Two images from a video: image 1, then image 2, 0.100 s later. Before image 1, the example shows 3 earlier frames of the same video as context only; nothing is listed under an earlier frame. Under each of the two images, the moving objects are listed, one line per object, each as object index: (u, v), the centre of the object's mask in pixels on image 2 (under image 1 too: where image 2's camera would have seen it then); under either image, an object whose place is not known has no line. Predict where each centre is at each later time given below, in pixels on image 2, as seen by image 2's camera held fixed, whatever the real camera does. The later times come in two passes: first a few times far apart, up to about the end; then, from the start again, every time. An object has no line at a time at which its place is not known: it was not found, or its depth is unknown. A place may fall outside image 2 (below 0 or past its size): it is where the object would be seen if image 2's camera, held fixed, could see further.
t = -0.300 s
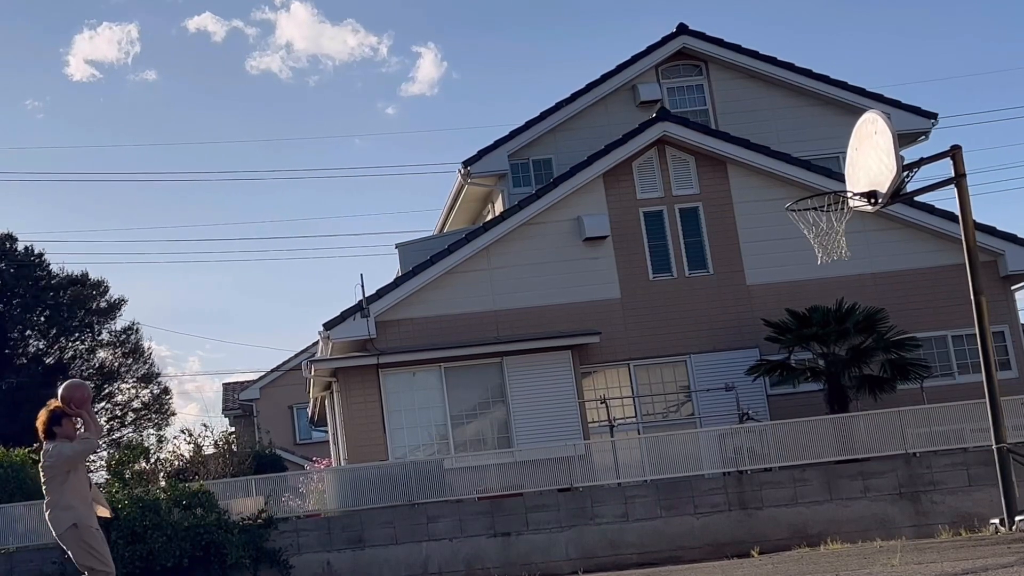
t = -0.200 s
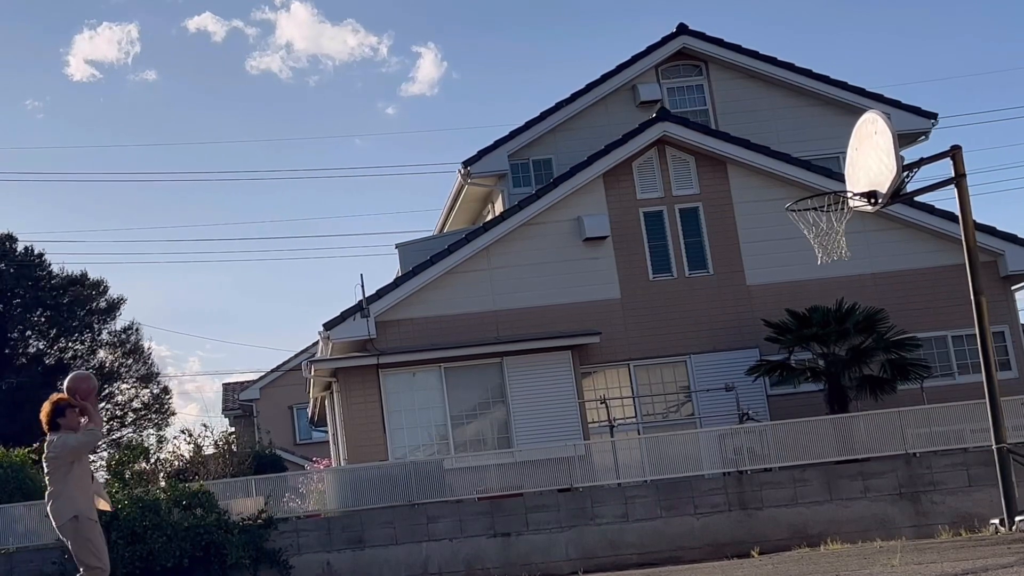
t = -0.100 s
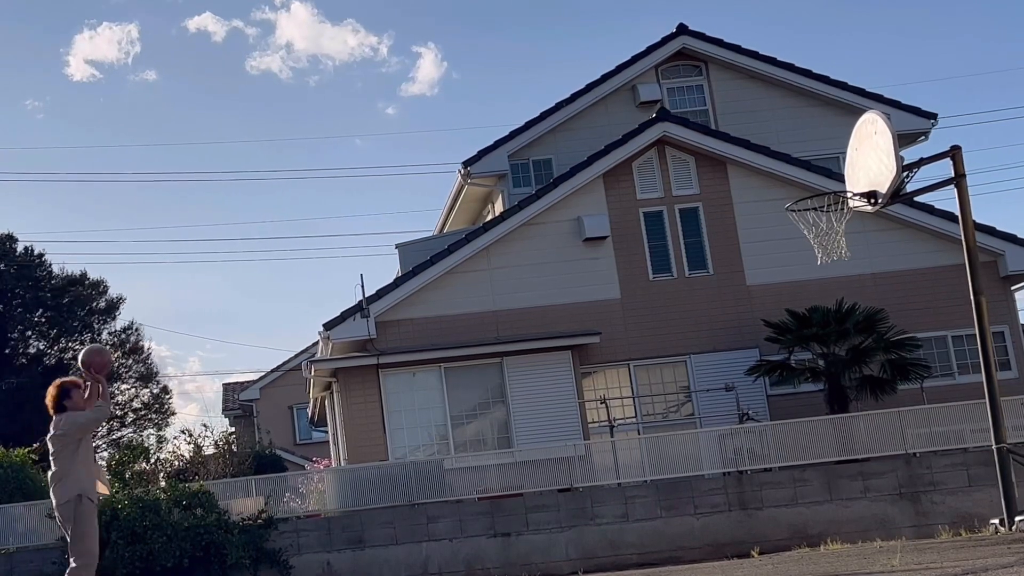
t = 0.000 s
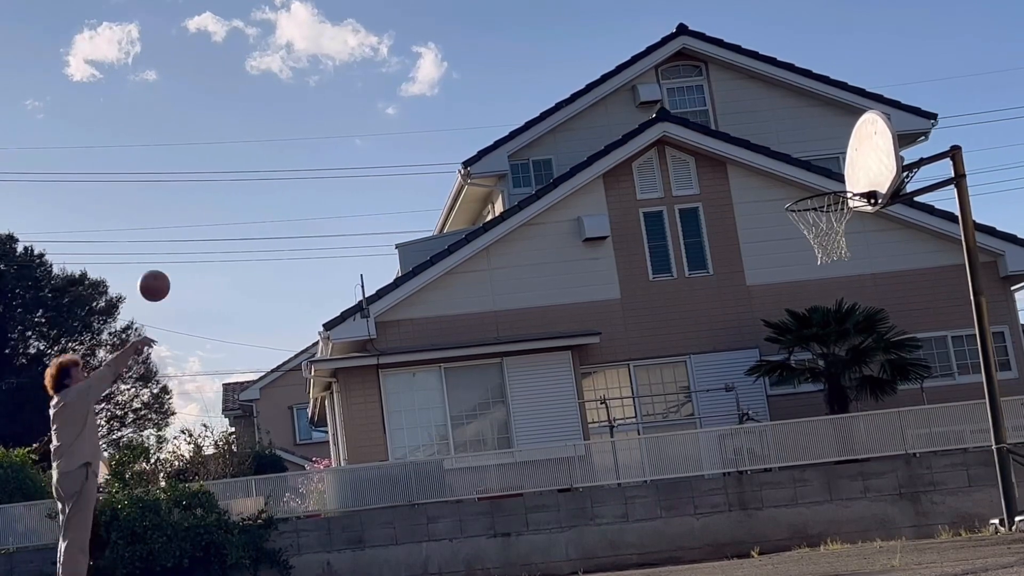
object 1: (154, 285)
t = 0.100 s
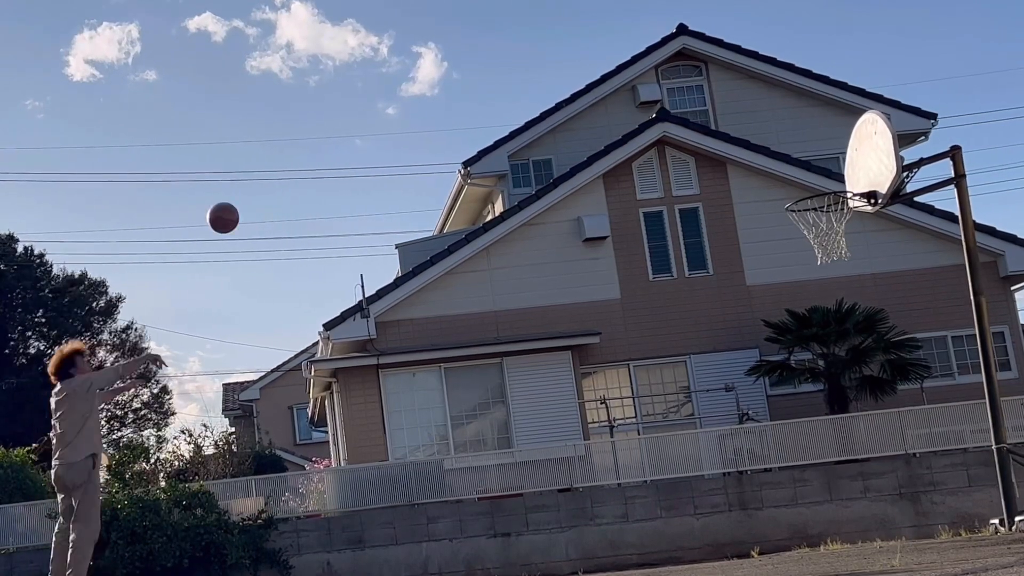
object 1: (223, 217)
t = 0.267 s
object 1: (338, 136)
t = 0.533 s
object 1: (523, 80)
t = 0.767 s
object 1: (692, 105)
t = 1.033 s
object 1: (829, 175)
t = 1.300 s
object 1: (748, 128)
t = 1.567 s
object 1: (688, 168)
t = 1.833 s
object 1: (644, 288)
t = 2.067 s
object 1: (620, 458)
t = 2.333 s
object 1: (563, 456)
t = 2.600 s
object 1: (493, 349)
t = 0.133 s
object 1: (246, 198)
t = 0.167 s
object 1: (269, 180)
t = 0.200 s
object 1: (292, 164)
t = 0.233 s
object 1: (315, 149)
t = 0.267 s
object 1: (338, 136)
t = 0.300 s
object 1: (360, 124)
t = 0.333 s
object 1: (383, 114)
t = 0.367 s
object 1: (406, 104)
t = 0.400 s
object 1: (429, 97)
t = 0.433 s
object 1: (453, 91)
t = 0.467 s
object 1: (475, 86)
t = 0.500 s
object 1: (499, 83)
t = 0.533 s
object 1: (523, 80)
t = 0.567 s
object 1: (546, 80)
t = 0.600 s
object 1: (570, 81)
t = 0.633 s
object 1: (594, 83)
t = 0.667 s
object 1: (618, 86)
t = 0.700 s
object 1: (642, 92)
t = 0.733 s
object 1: (666, 98)
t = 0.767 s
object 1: (692, 105)
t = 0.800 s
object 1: (717, 114)
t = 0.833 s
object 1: (742, 125)
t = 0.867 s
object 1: (768, 137)
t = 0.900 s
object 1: (794, 150)
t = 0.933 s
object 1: (820, 165)
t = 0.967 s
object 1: (846, 180)
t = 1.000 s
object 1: (840, 185)
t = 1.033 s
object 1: (829, 175)
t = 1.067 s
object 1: (818, 164)
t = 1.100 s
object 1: (807, 154)
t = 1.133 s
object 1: (796, 147)
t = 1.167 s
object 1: (786, 140)
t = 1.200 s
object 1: (776, 135)
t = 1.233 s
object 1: (767, 131)
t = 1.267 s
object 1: (758, 129)
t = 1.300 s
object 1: (748, 128)
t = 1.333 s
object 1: (740, 129)
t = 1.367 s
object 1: (732, 130)
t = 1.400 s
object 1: (723, 134)
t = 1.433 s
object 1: (716, 138)
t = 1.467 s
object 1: (709, 144)
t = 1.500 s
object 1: (702, 150)
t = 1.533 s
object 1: (695, 159)
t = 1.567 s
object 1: (688, 168)
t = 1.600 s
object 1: (681, 179)
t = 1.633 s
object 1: (676, 191)
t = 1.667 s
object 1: (669, 204)
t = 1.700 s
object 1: (663, 219)
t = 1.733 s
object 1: (659, 235)
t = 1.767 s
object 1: (654, 251)
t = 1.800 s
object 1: (649, 269)
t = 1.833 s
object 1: (644, 288)
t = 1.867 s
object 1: (640, 308)
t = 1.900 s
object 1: (636, 330)
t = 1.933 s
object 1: (632, 353)
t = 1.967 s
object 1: (629, 378)
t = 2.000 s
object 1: (626, 403)
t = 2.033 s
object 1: (623, 430)
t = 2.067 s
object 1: (620, 458)
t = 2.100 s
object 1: (618, 488)
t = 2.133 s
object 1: (616, 518)
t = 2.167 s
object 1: (614, 551)
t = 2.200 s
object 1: (606, 544)
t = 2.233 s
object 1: (595, 519)
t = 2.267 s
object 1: (584, 497)
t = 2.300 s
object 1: (573, 476)
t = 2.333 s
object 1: (563, 456)
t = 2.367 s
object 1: (553, 438)
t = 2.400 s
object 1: (544, 421)
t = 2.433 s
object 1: (535, 405)
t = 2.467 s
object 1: (526, 391)
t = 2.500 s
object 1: (517, 379)
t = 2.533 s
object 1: (508, 367)
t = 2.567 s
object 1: (500, 358)
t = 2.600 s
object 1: (493, 349)
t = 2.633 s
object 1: (485, 343)
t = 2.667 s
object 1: (477, 336)
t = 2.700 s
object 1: (470, 331)
